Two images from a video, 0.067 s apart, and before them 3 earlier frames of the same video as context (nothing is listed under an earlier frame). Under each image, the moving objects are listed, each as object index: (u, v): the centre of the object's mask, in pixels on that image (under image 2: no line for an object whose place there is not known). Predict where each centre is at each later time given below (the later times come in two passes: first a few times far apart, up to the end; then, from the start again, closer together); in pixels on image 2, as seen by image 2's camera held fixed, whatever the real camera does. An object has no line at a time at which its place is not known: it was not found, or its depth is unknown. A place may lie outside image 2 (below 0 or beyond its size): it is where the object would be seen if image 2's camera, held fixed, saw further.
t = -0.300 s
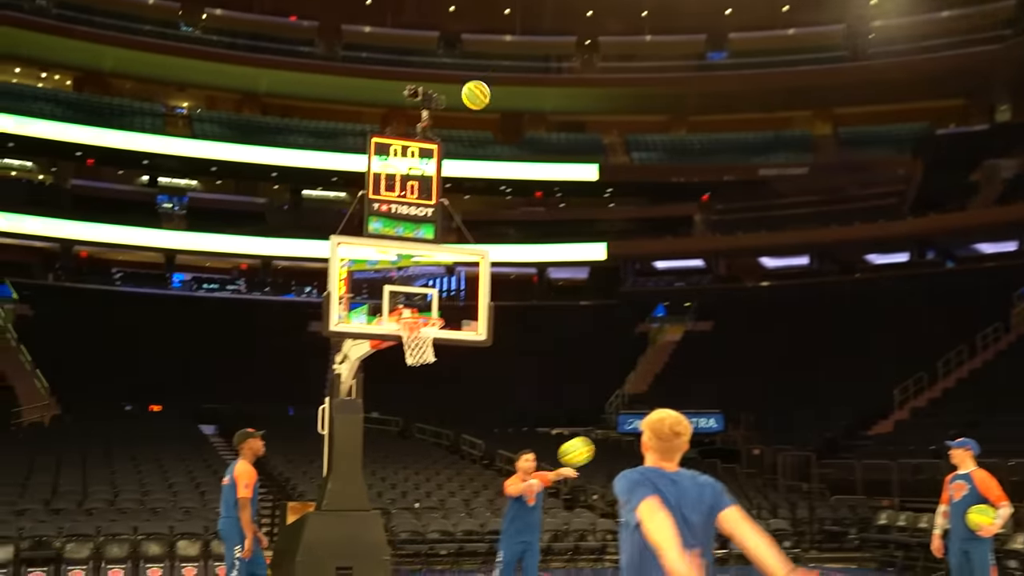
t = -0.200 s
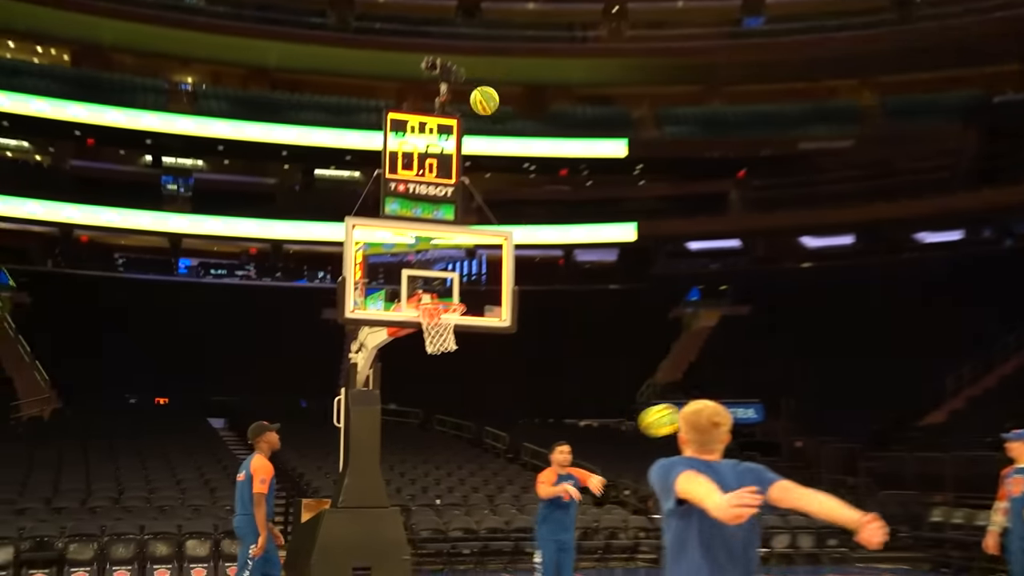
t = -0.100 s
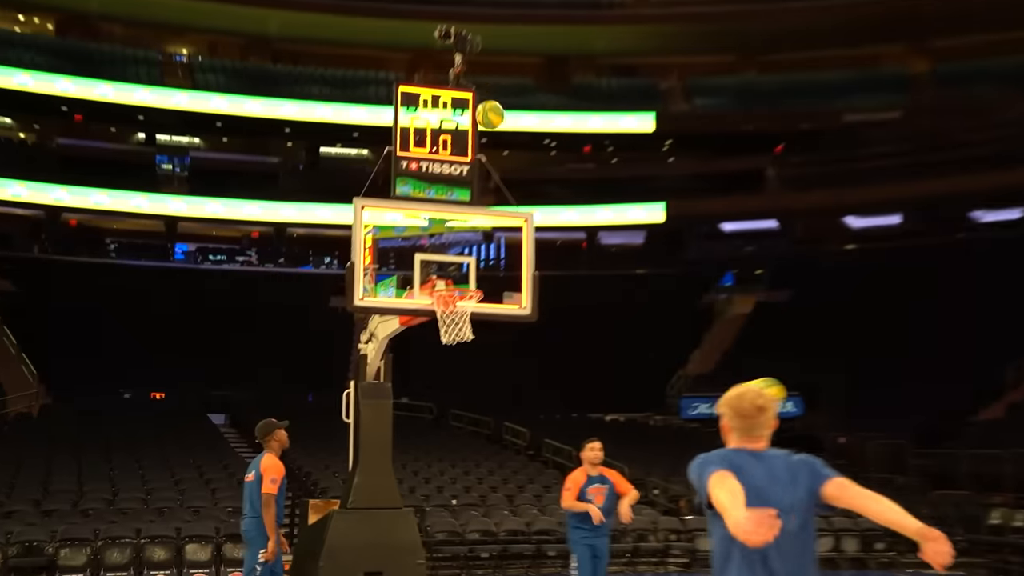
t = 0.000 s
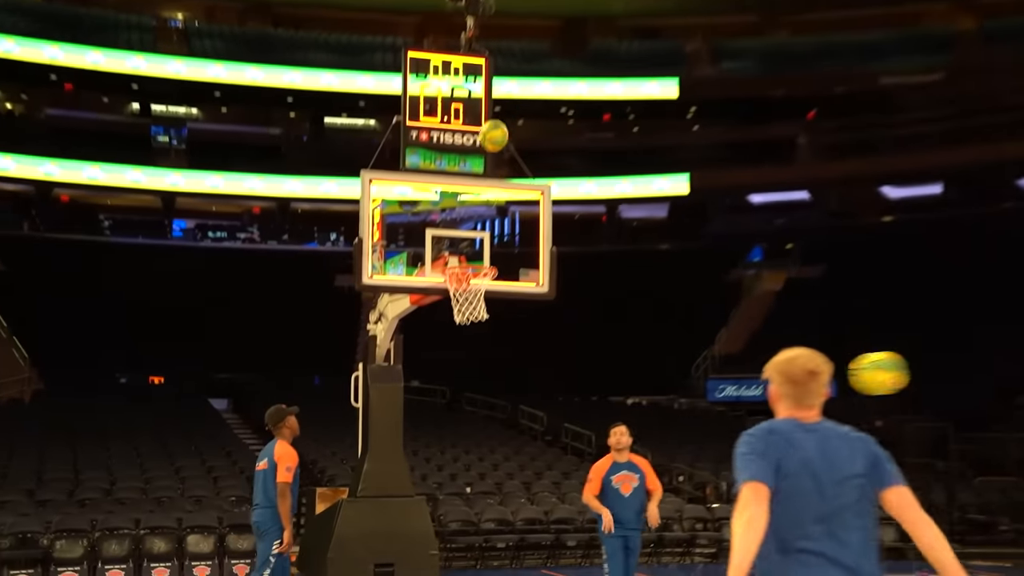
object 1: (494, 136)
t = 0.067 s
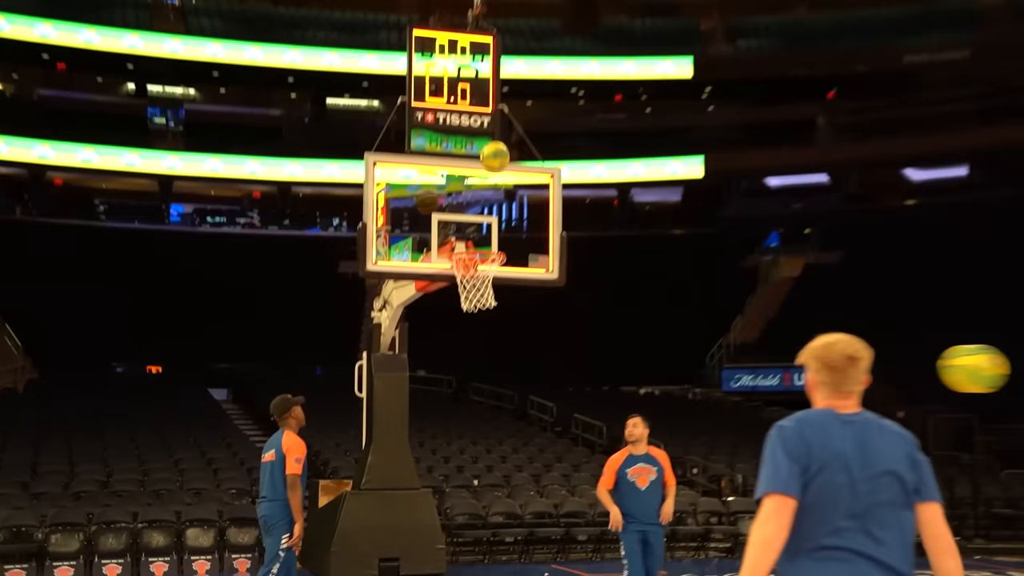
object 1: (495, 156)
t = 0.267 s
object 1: (471, 285)
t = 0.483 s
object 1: (449, 408)
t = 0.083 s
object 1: (493, 166)
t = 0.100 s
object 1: (491, 180)
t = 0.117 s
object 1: (489, 193)
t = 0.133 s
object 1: (487, 203)
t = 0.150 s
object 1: (486, 212)
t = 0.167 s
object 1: (484, 226)
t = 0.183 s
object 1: (482, 238)
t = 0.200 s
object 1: (481, 244)
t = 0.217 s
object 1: (479, 257)
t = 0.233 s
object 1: (477, 264)
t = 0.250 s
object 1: (473, 278)
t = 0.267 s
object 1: (471, 285)
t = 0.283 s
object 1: (471, 296)
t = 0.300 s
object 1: (470, 304)
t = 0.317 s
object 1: (469, 312)
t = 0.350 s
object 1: (465, 327)
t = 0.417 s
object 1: (459, 363)
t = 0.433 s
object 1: (456, 375)
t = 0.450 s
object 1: (453, 386)
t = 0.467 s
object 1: (451, 397)
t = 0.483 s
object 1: (449, 408)
